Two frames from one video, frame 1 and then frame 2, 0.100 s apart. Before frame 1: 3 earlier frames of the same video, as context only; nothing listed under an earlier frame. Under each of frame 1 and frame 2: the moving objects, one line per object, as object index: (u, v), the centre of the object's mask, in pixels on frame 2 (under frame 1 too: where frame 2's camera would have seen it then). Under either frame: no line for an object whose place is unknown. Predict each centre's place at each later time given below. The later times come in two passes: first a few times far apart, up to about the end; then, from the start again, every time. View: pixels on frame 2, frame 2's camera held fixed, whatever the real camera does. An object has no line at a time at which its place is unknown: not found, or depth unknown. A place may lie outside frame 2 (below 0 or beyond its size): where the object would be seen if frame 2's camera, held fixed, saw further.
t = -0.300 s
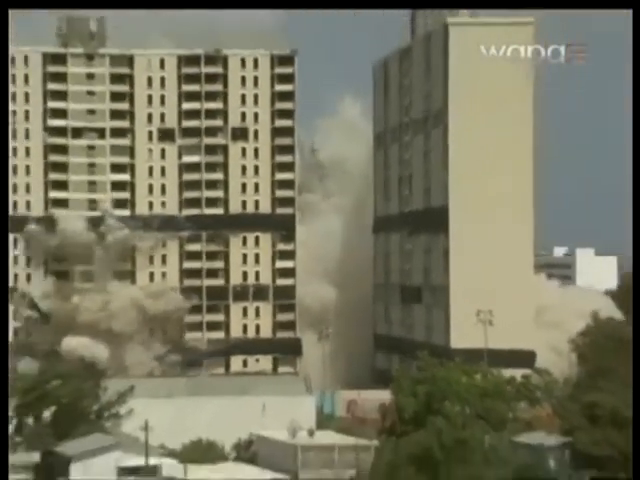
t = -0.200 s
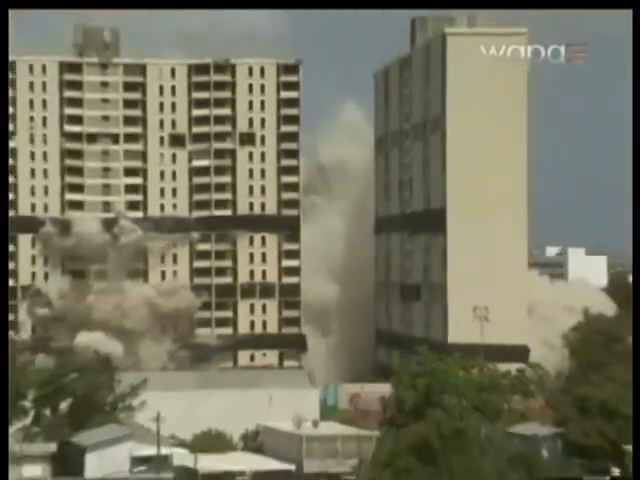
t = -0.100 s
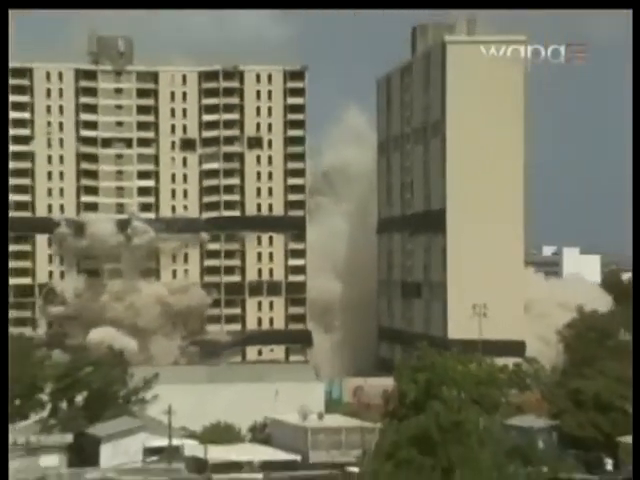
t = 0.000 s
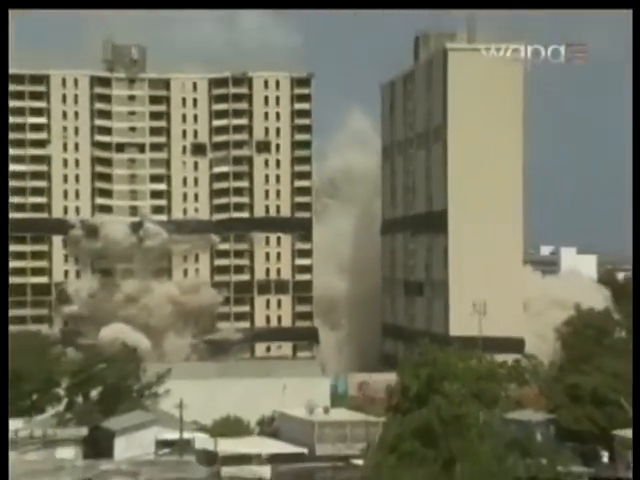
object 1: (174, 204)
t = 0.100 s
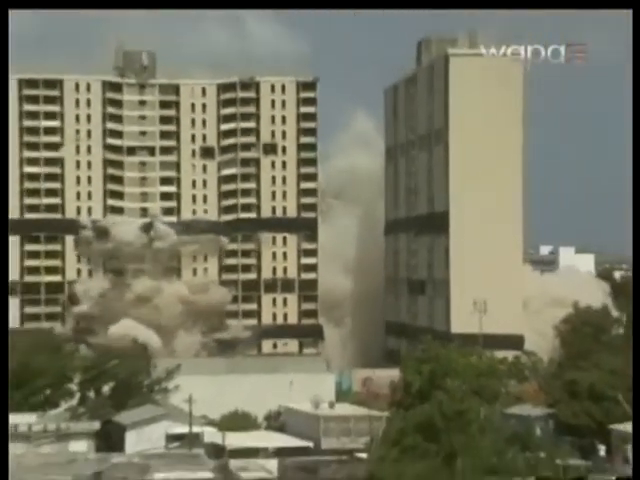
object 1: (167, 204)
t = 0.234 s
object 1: (156, 204)
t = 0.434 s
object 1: (141, 204)
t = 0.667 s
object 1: (142, 207)
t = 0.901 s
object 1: (142, 210)
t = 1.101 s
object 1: (143, 213)
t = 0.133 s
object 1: (165, 204)
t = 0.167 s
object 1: (162, 204)
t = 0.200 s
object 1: (159, 204)
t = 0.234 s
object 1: (156, 204)
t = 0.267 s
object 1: (153, 204)
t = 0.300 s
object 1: (148, 203)
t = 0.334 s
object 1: (145, 204)
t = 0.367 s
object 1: (141, 203)
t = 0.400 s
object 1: (141, 204)
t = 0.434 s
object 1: (141, 204)
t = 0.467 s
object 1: (142, 205)
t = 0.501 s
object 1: (142, 205)
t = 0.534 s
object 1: (141, 206)
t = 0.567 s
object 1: (142, 206)
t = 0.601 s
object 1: (142, 206)
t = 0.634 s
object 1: (142, 206)
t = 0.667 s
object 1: (142, 207)
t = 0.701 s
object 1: (142, 208)
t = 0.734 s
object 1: (143, 207)
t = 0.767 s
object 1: (143, 207)
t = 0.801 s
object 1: (143, 207)
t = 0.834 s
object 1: (142, 209)
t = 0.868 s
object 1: (143, 209)
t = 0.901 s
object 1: (142, 210)
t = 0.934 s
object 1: (143, 210)
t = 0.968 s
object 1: (143, 210)
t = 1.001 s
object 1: (143, 211)
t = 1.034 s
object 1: (143, 212)
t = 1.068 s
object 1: (143, 212)
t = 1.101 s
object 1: (143, 213)
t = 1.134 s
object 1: (143, 213)
